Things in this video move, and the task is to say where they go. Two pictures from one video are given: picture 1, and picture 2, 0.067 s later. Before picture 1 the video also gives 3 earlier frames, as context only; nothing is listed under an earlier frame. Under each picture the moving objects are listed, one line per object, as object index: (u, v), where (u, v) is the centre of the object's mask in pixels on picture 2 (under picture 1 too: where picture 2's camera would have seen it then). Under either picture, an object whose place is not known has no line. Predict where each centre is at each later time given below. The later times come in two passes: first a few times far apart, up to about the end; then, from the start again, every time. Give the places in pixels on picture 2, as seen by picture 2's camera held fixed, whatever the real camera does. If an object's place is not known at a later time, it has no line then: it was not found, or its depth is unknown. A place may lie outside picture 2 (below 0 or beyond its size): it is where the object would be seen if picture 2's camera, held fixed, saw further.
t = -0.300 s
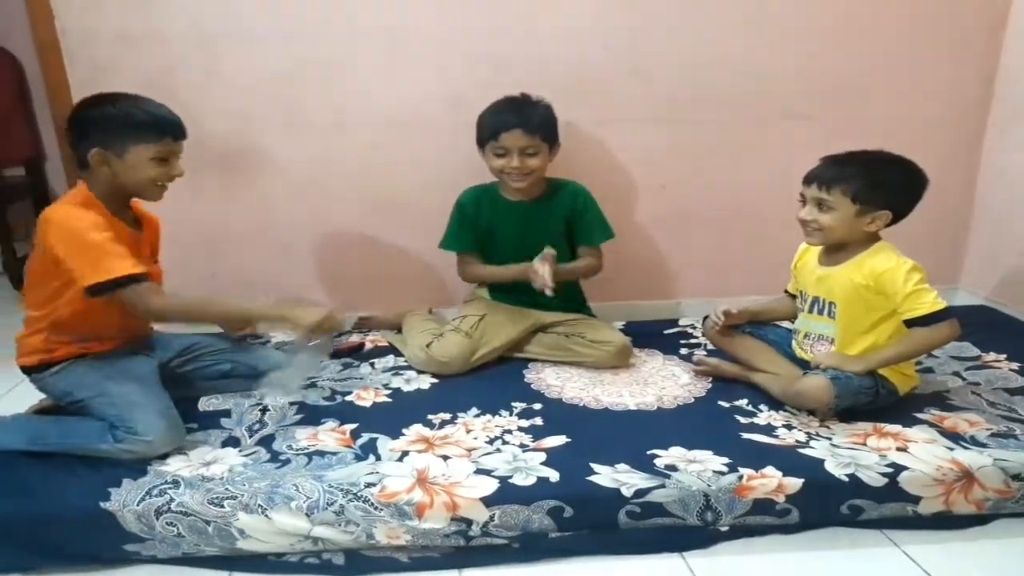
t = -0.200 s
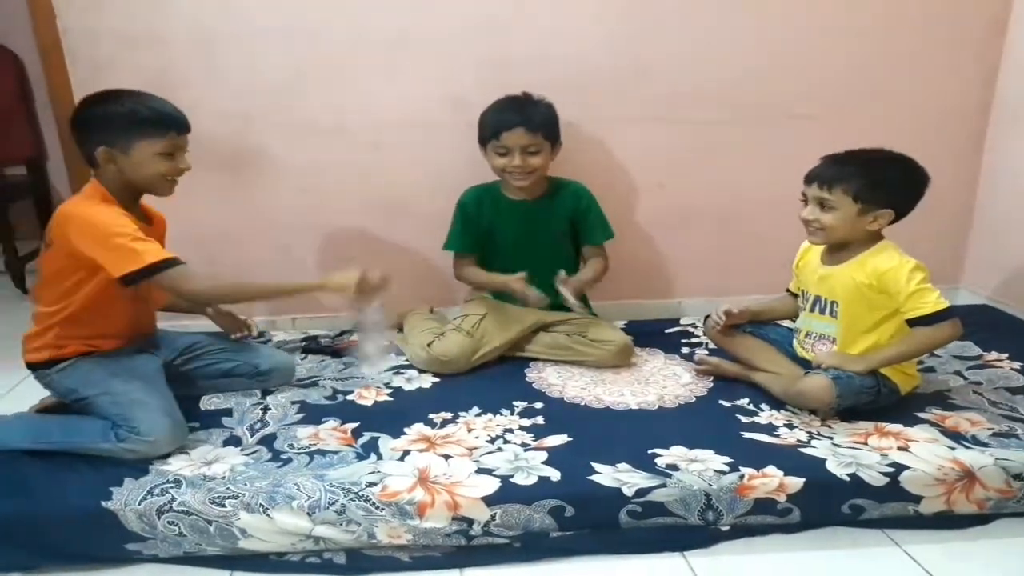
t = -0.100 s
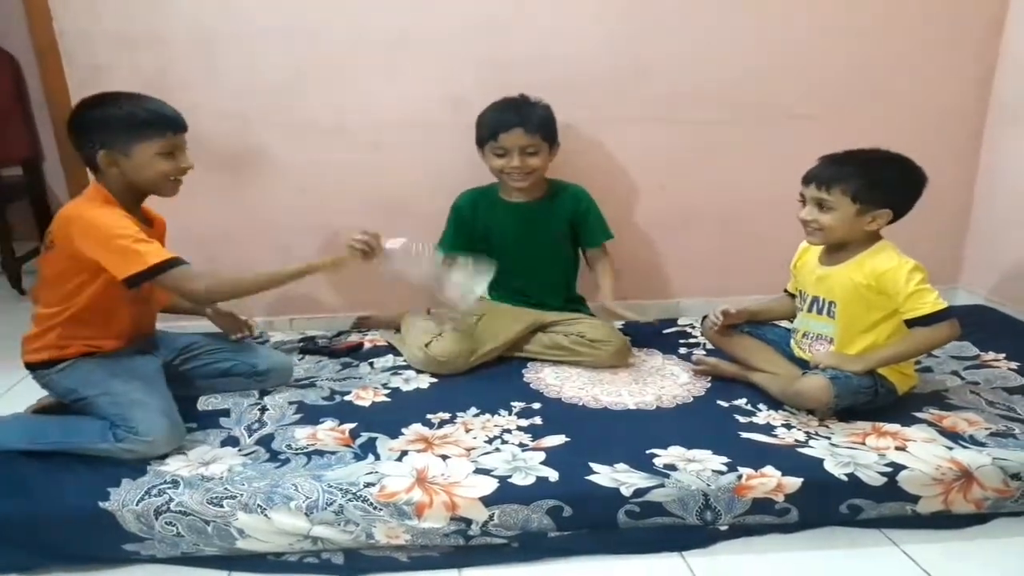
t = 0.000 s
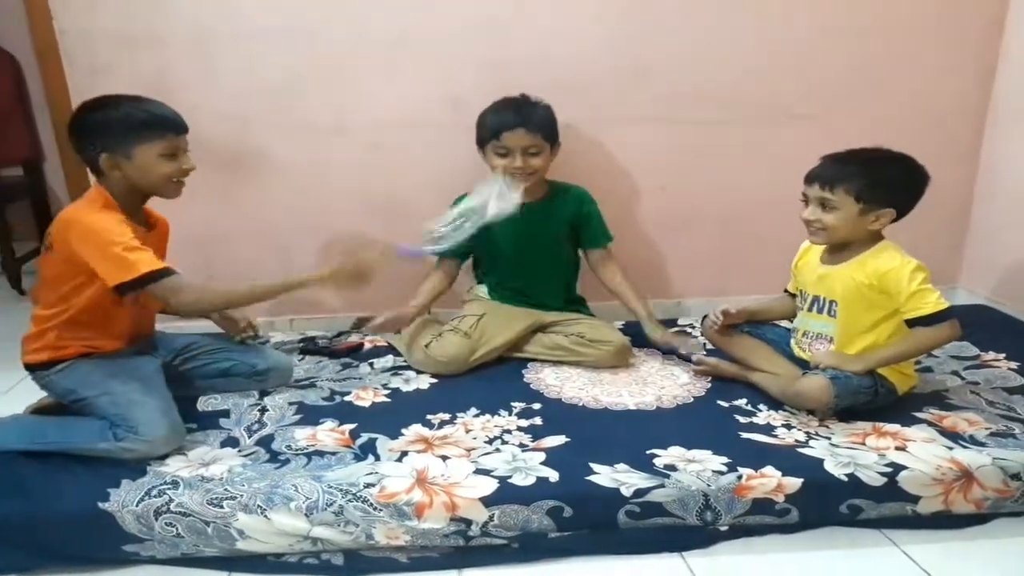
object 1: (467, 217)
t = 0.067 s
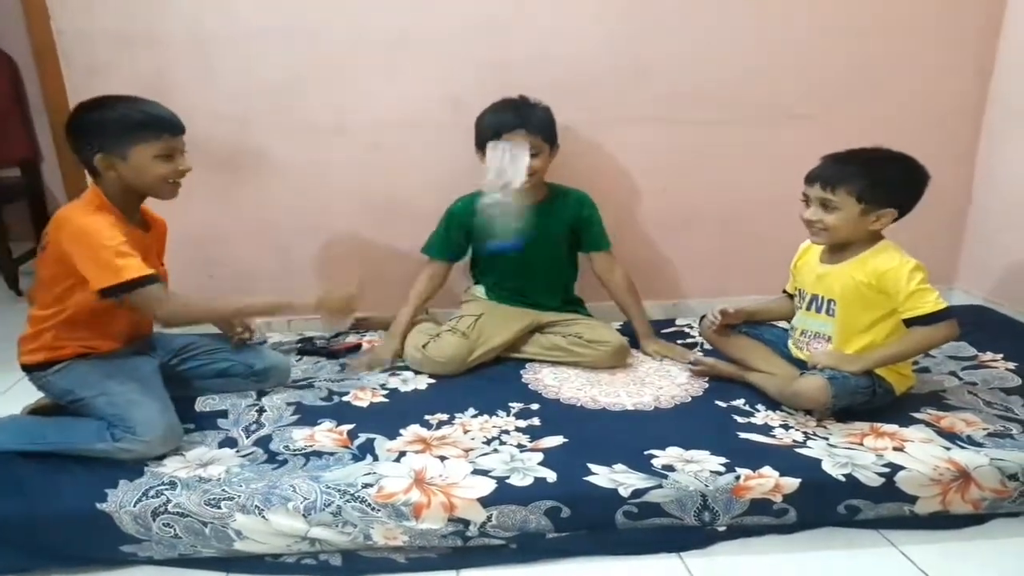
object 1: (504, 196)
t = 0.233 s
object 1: (577, 179)
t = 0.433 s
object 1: (621, 362)
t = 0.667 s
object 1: (625, 384)
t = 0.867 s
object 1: (625, 385)
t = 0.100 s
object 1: (525, 184)
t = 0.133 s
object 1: (543, 176)
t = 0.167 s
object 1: (557, 169)
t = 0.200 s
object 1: (567, 171)
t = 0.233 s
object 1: (577, 179)
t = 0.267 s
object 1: (587, 194)
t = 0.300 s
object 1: (594, 214)
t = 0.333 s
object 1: (600, 241)
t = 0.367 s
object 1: (607, 274)
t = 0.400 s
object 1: (613, 315)
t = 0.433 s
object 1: (621, 362)
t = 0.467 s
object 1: (625, 386)
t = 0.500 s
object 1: (626, 385)
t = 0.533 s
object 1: (625, 384)
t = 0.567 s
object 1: (626, 384)
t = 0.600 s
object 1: (626, 384)
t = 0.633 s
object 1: (626, 384)
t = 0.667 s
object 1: (625, 384)
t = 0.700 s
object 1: (625, 384)
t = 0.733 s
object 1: (624, 385)
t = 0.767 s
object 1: (625, 385)
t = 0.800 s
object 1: (626, 386)
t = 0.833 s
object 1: (626, 385)
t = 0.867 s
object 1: (625, 385)
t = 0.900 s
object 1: (624, 385)
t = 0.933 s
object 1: (624, 384)
